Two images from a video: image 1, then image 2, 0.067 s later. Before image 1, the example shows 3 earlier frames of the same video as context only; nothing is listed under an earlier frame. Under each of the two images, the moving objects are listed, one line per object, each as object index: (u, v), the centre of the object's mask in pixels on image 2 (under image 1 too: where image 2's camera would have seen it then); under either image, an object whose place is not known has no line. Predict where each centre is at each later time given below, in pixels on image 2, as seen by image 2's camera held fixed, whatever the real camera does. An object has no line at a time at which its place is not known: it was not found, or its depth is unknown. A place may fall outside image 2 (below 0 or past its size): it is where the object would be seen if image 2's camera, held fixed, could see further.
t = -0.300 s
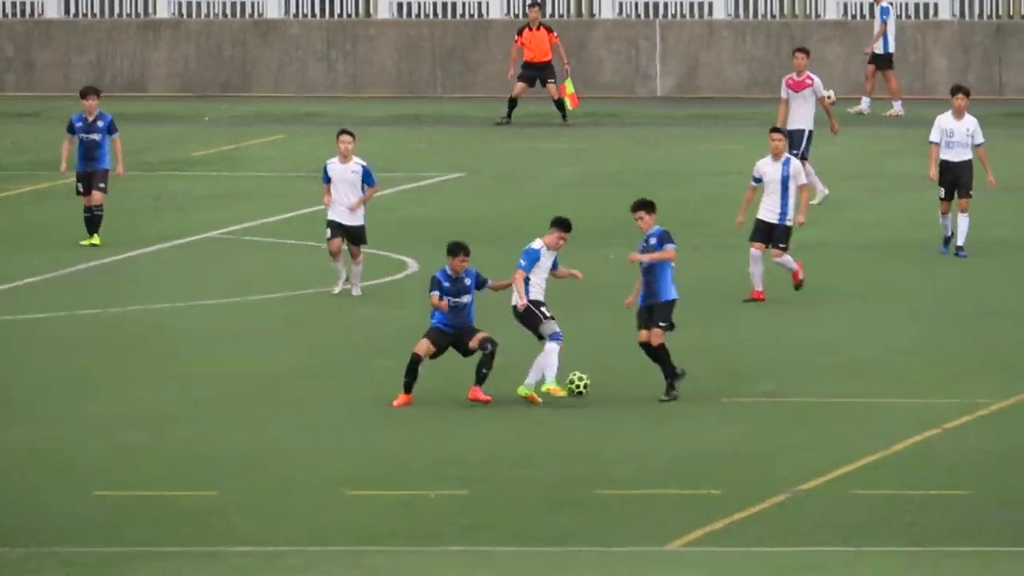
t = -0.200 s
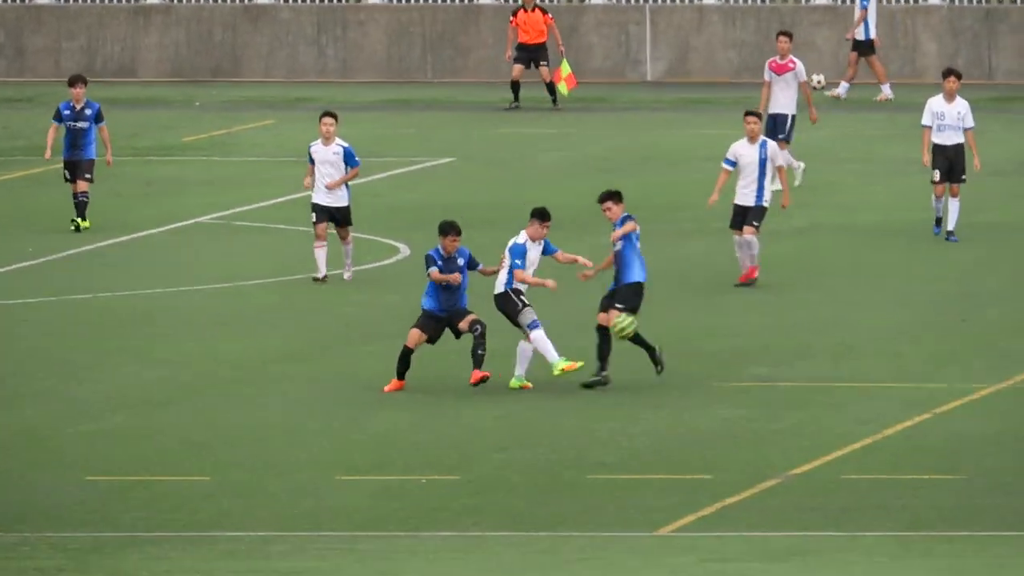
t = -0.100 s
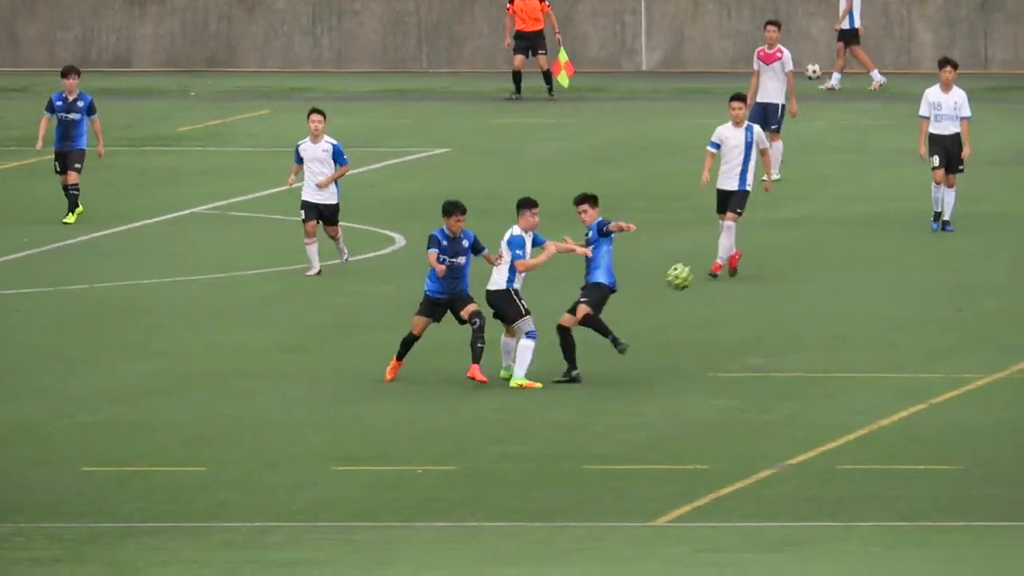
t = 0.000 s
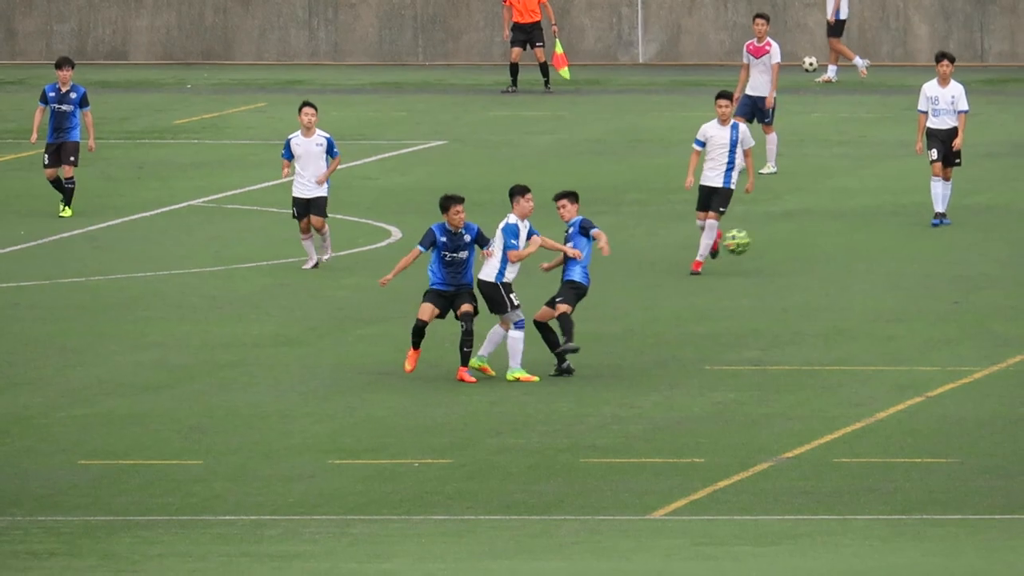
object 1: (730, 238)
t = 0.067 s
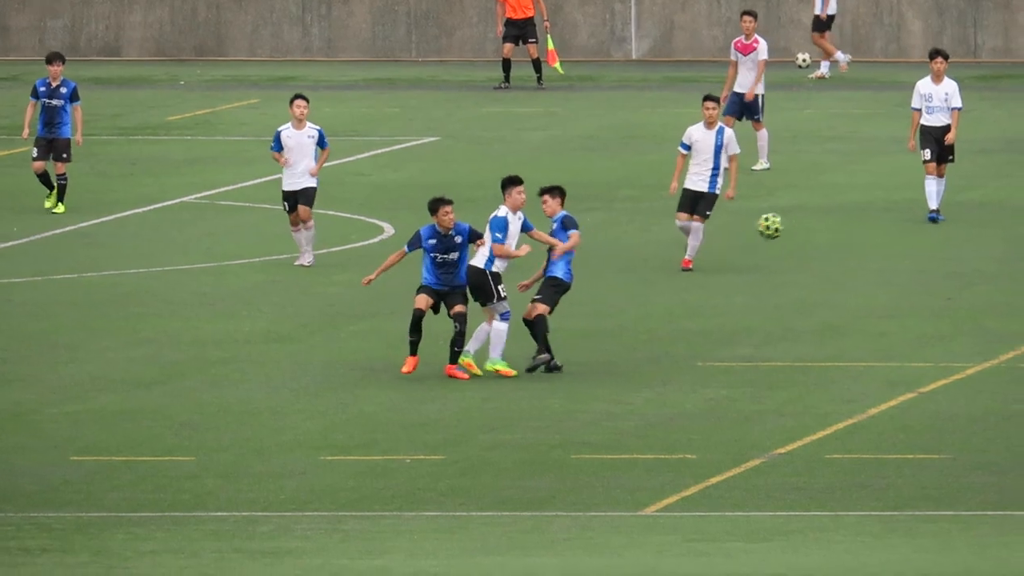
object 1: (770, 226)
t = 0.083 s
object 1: (780, 223)
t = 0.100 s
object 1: (790, 221)
